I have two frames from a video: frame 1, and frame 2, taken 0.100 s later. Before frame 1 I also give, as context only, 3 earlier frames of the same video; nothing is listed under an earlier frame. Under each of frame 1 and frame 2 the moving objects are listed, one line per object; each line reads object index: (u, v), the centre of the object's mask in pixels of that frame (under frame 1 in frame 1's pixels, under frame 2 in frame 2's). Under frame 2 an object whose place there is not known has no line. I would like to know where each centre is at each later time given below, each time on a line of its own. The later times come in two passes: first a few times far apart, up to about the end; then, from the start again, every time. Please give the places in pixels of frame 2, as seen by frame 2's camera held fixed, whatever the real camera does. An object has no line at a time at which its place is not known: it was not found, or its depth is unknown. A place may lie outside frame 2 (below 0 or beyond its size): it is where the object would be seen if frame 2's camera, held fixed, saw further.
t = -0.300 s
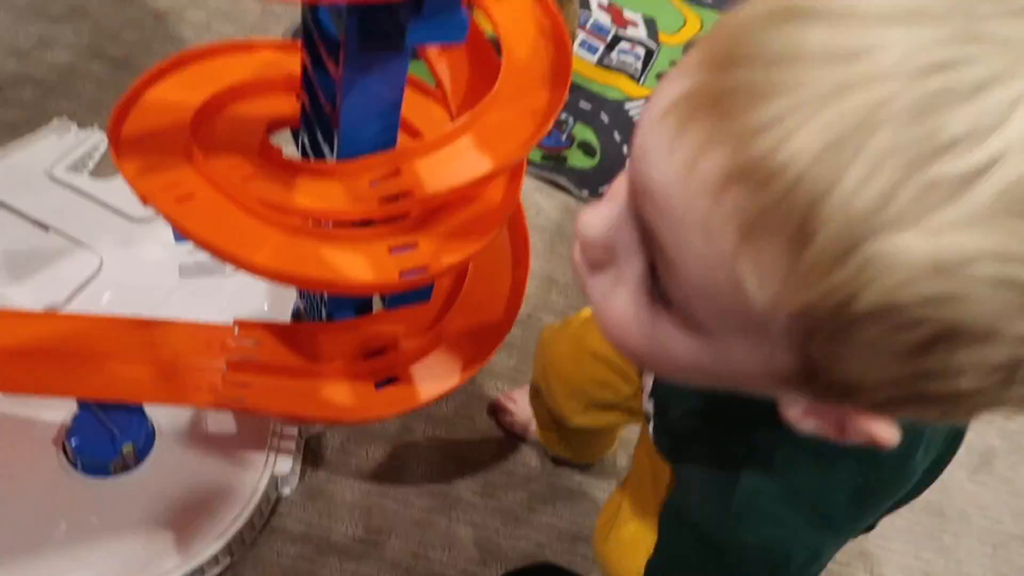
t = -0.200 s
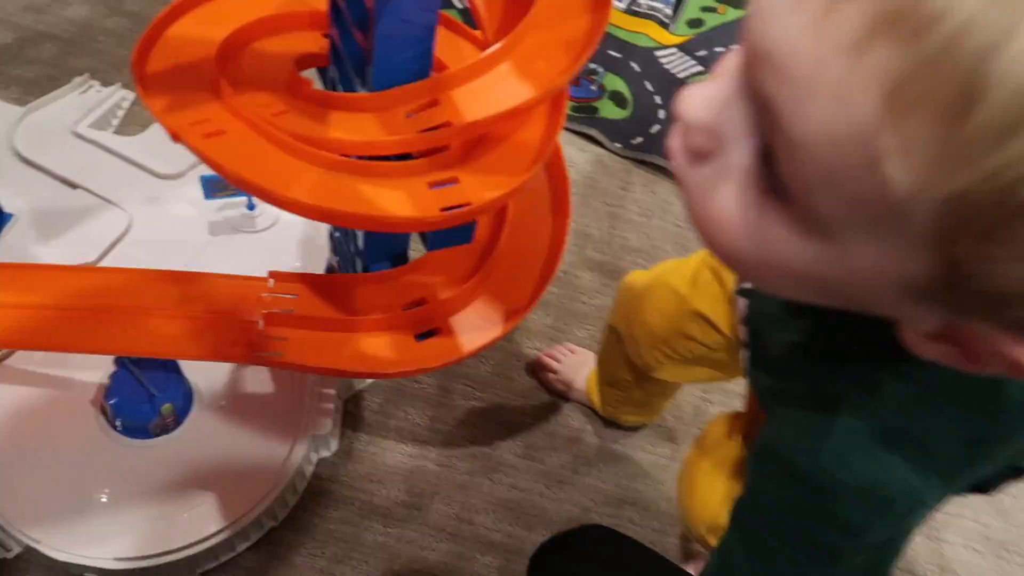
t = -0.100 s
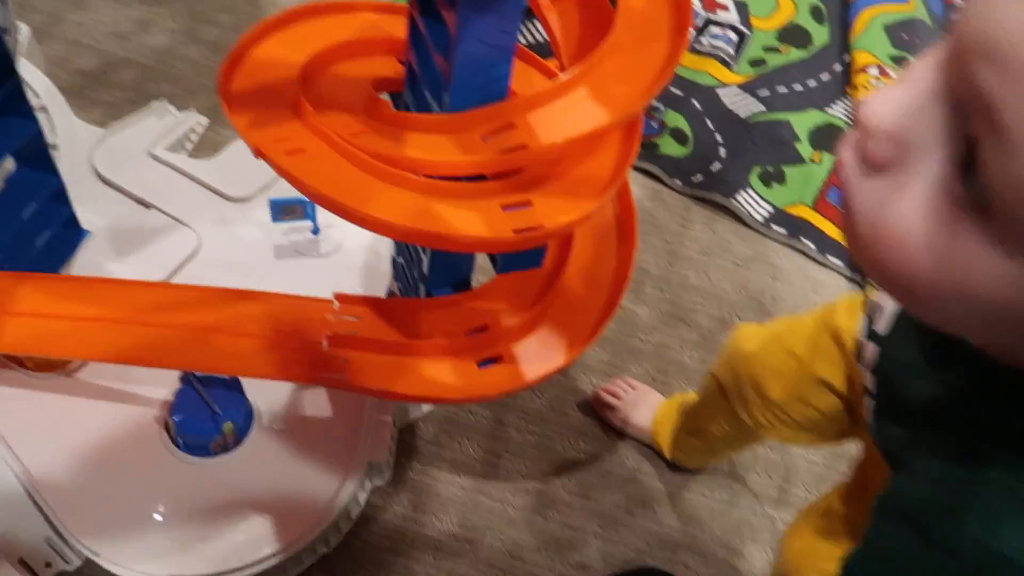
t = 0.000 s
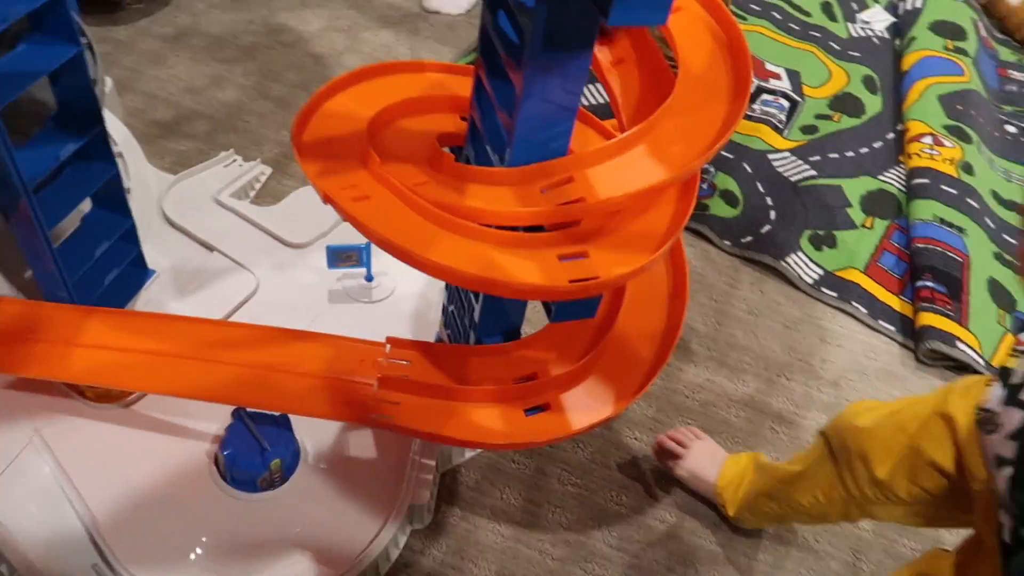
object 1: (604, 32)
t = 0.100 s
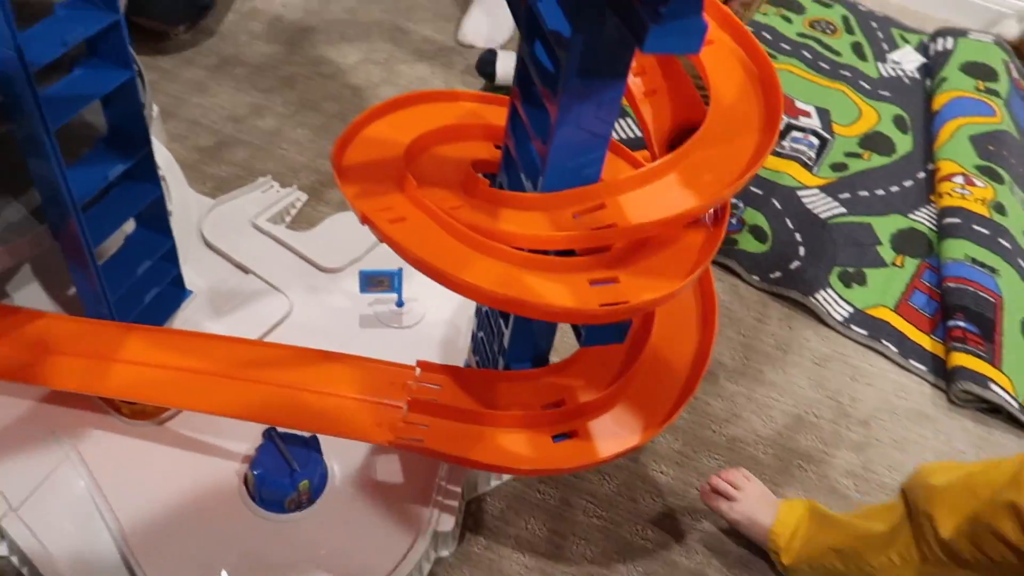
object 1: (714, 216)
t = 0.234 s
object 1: (593, 284)
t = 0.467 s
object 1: (385, 200)
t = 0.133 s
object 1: (694, 241)
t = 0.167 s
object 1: (670, 259)
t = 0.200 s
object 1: (636, 278)
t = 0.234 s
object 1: (593, 284)
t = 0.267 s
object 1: (550, 281)
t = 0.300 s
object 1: (511, 273)
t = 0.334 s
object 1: (477, 261)
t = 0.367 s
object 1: (447, 247)
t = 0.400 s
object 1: (422, 231)
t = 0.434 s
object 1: (402, 217)
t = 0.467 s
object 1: (385, 200)
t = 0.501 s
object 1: (371, 186)
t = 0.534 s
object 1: (367, 170)
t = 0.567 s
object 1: (367, 155)
